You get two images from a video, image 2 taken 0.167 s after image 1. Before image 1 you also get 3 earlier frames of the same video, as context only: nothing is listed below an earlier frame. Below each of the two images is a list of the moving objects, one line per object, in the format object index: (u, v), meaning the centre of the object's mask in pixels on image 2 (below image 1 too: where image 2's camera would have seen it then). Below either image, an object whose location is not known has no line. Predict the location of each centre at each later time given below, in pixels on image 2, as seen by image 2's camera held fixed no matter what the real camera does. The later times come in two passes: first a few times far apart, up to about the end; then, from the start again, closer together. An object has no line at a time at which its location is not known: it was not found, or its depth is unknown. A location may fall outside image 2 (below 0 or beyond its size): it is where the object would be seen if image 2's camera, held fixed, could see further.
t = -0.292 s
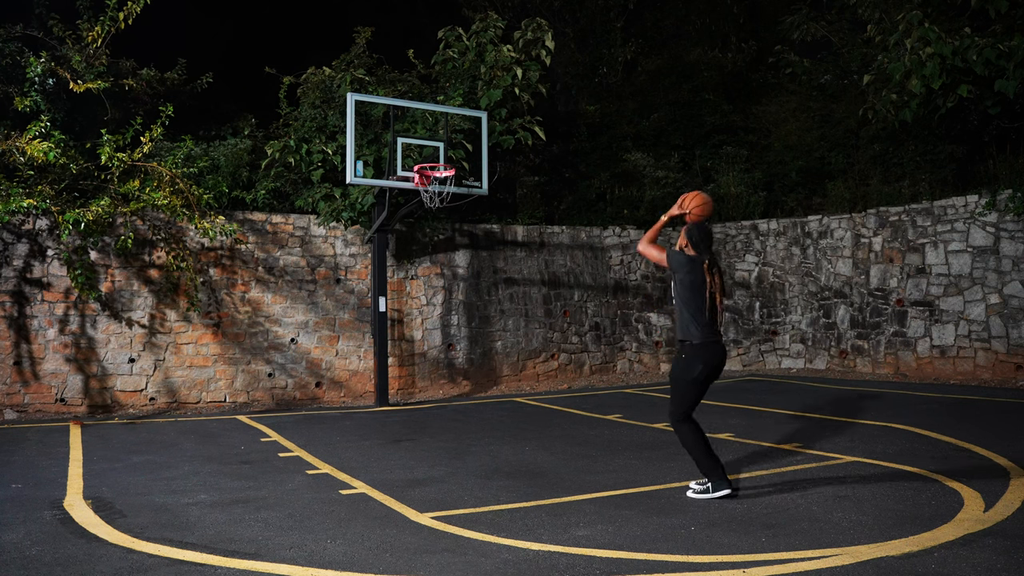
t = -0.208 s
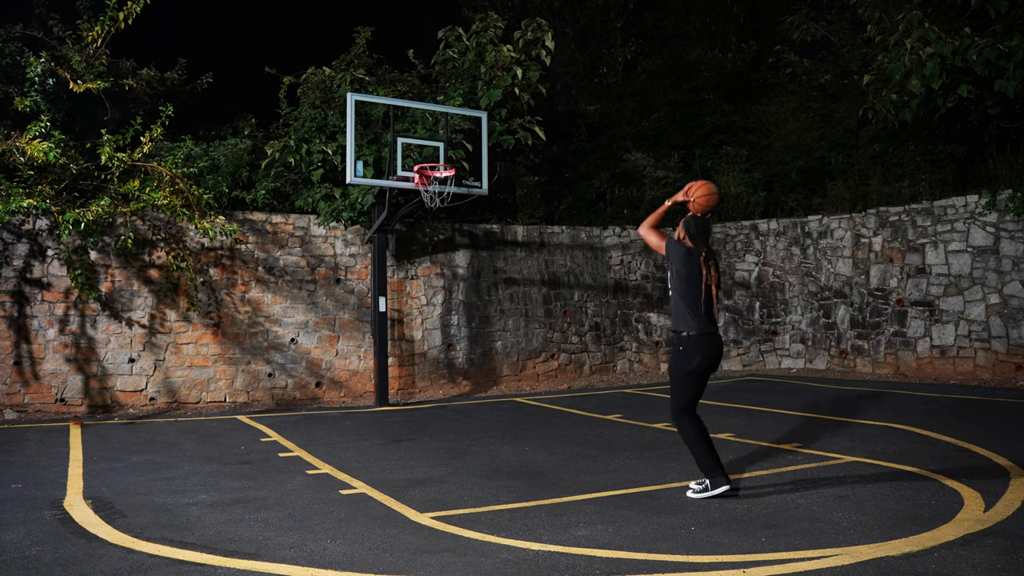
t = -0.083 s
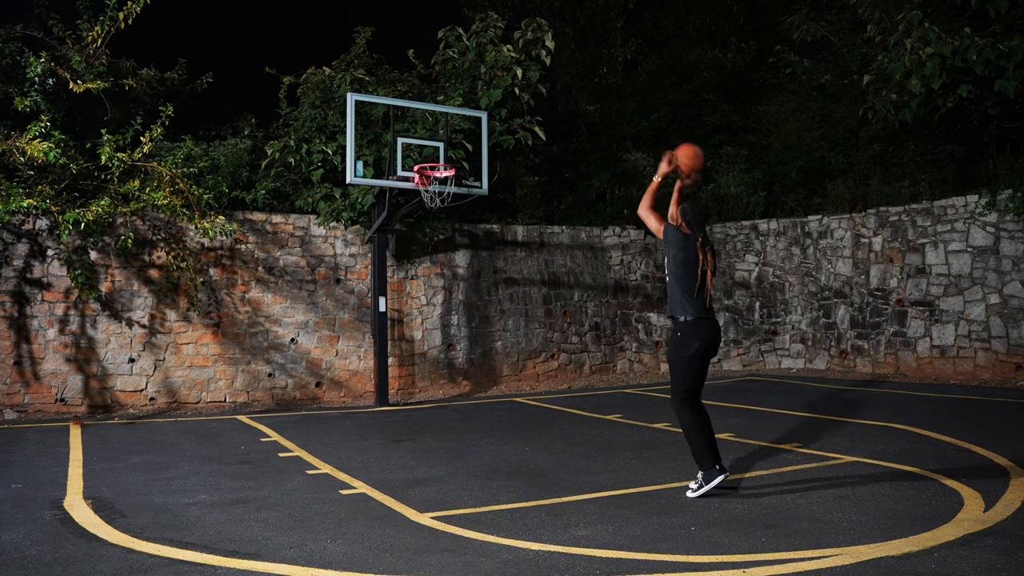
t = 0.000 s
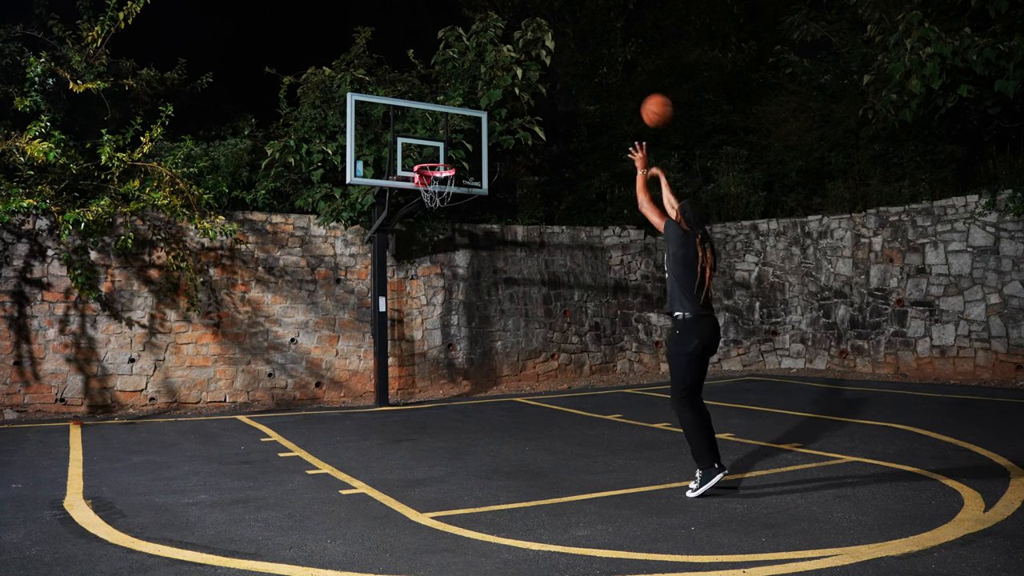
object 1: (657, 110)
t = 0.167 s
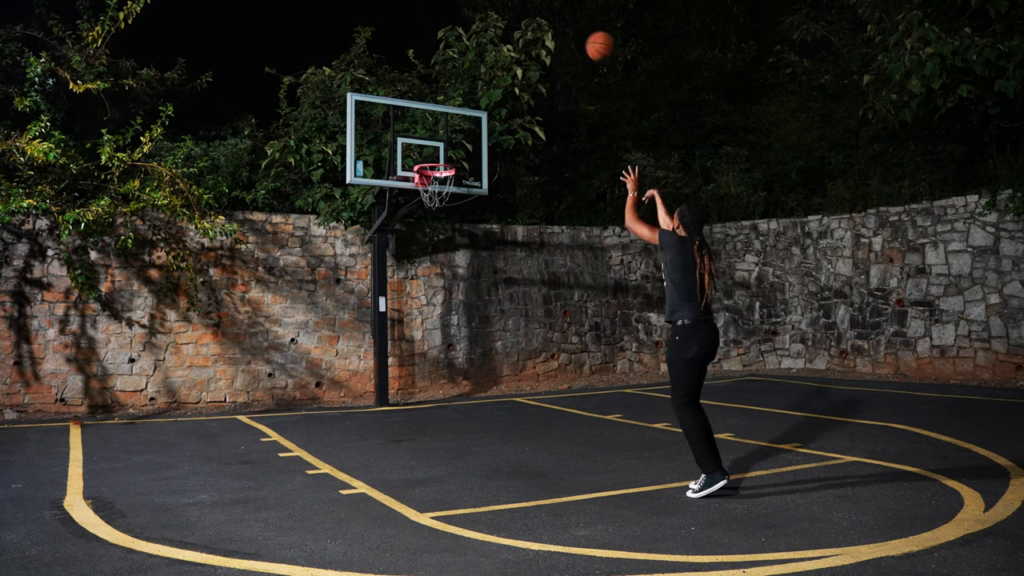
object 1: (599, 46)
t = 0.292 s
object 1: (564, 24)
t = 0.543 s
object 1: (508, 32)
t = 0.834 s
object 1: (457, 106)
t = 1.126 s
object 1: (431, 155)
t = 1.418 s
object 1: (430, 148)
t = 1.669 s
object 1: (435, 157)
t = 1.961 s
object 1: (439, 186)
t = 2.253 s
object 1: (438, 192)
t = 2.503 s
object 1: (435, 240)
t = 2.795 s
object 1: (433, 361)
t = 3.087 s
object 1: (429, 351)
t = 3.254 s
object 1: (426, 325)
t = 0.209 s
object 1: (587, 36)
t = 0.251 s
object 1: (575, 29)
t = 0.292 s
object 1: (564, 24)
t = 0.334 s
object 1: (554, 21)
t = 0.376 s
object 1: (543, 20)
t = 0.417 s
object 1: (534, 20)
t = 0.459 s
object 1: (525, 23)
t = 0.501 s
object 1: (516, 27)
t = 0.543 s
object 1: (508, 32)
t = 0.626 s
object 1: (492, 47)
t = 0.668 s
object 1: (484, 56)
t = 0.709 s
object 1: (477, 67)
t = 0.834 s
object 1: (457, 106)
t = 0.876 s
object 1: (451, 121)
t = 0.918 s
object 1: (445, 137)
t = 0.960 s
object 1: (438, 155)
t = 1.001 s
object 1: (437, 155)
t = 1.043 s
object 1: (435, 154)
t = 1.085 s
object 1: (432, 155)
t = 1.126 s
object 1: (431, 155)
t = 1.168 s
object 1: (428, 157)
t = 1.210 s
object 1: (427, 157)
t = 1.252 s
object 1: (427, 155)
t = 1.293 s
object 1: (429, 152)
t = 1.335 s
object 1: (429, 149)
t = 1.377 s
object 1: (430, 149)
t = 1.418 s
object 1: (430, 148)
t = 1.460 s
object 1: (431, 151)
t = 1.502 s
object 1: (432, 152)
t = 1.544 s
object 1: (432, 155)
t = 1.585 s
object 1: (434, 158)
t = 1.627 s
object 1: (434, 158)
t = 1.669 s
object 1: (435, 157)
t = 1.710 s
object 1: (435, 157)
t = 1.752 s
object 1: (435, 158)
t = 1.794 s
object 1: (436, 159)
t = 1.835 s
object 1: (437, 167)
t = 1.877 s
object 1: (438, 174)
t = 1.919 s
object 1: (438, 179)
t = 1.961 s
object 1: (439, 186)
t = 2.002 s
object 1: (439, 187)
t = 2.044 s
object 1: (439, 186)
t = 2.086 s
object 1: (439, 185)
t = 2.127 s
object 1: (440, 186)
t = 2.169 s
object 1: (439, 187)
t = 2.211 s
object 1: (439, 188)
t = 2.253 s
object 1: (438, 192)
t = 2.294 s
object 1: (437, 197)
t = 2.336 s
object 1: (437, 204)
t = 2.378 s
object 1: (437, 210)
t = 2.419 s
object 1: (436, 219)
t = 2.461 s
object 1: (436, 229)
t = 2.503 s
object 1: (435, 240)
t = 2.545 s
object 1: (434, 253)
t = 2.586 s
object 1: (435, 268)
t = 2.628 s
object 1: (435, 283)
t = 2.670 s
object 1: (434, 300)
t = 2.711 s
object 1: (433, 320)
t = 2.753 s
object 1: (433, 339)
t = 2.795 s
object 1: (433, 361)
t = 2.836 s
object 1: (433, 383)
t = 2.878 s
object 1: (433, 408)
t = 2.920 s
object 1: (432, 400)
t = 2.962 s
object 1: (432, 386)
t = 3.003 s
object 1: (431, 372)
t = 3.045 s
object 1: (430, 361)
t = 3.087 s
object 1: (429, 351)
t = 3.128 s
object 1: (428, 343)
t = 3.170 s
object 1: (427, 335)
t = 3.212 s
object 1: (426, 330)
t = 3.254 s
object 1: (426, 325)
